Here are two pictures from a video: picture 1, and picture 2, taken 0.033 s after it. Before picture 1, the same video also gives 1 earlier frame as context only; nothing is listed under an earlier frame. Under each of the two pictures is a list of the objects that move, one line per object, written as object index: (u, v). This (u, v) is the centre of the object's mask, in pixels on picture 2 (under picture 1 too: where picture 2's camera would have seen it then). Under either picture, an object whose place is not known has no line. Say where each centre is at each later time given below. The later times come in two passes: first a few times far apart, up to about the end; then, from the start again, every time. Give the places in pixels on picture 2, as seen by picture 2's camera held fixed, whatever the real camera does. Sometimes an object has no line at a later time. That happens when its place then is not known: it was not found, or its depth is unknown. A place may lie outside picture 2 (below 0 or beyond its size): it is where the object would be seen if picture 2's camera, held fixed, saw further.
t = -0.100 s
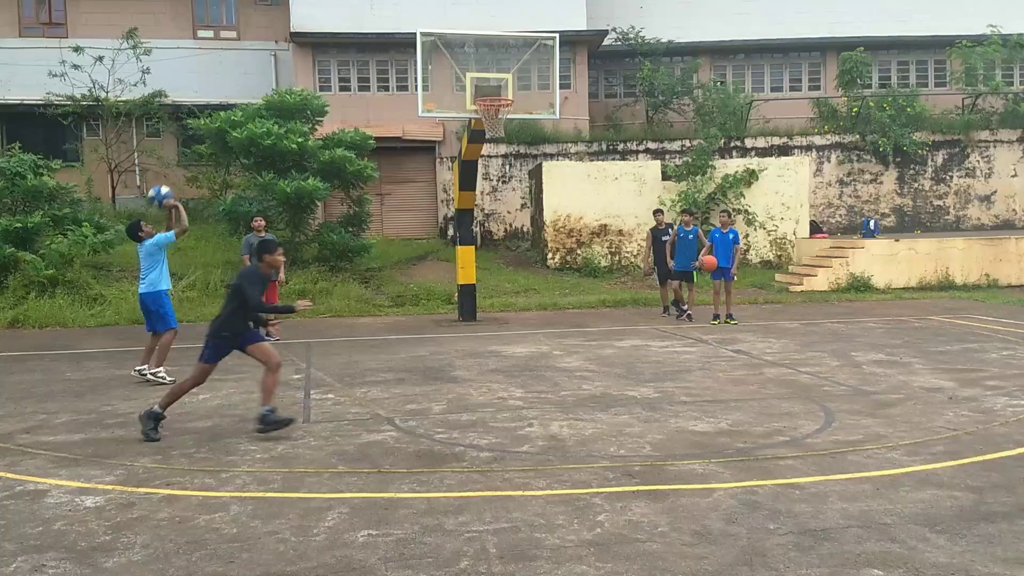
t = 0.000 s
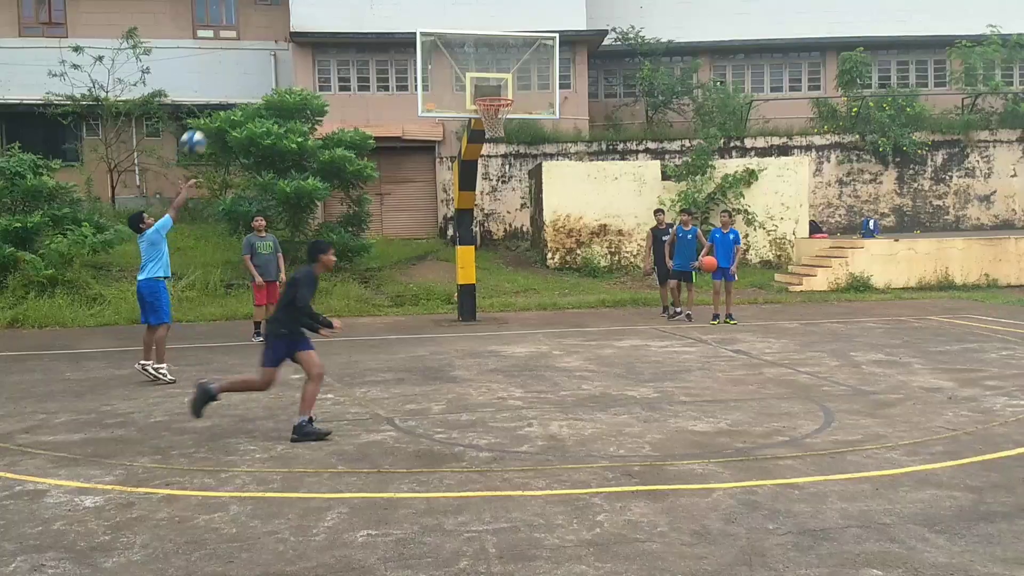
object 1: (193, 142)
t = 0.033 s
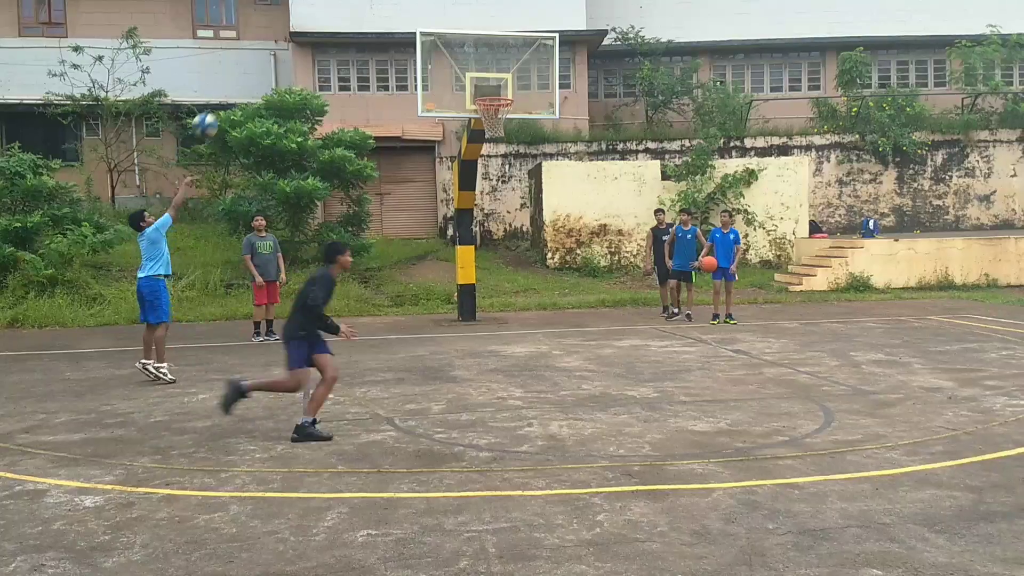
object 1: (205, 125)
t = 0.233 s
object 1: (275, 47)
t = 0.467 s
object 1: (353, 9)
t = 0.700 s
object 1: (426, 18)
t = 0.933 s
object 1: (494, 72)
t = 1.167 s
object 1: (521, 54)
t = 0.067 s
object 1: (217, 109)
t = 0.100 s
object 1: (229, 94)
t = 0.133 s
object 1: (241, 80)
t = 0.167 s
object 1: (252, 68)
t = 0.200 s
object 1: (263, 57)
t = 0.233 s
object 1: (275, 47)
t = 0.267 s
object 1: (287, 38)
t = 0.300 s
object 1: (297, 31)
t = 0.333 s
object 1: (309, 24)
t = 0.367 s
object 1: (320, 19)
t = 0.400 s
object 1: (331, 14)
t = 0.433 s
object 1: (342, 11)
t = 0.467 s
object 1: (353, 9)
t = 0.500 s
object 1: (364, 8)
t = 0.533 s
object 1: (374, 8)
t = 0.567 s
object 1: (385, 8)
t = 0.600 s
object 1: (395, 9)
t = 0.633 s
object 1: (406, 10)
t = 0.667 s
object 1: (416, 14)
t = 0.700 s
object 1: (426, 18)
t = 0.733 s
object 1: (436, 23)
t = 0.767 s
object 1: (446, 29)
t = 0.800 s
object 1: (455, 36)
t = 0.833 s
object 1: (465, 44)
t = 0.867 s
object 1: (474, 52)
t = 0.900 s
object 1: (485, 61)
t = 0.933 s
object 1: (494, 72)
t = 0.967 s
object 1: (504, 82)
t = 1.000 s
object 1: (511, 91)
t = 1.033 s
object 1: (513, 83)
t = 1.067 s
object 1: (515, 74)
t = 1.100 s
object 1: (518, 66)
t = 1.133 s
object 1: (519, 59)
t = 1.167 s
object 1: (521, 54)
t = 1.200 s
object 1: (523, 48)
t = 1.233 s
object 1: (525, 44)
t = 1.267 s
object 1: (527, 41)
